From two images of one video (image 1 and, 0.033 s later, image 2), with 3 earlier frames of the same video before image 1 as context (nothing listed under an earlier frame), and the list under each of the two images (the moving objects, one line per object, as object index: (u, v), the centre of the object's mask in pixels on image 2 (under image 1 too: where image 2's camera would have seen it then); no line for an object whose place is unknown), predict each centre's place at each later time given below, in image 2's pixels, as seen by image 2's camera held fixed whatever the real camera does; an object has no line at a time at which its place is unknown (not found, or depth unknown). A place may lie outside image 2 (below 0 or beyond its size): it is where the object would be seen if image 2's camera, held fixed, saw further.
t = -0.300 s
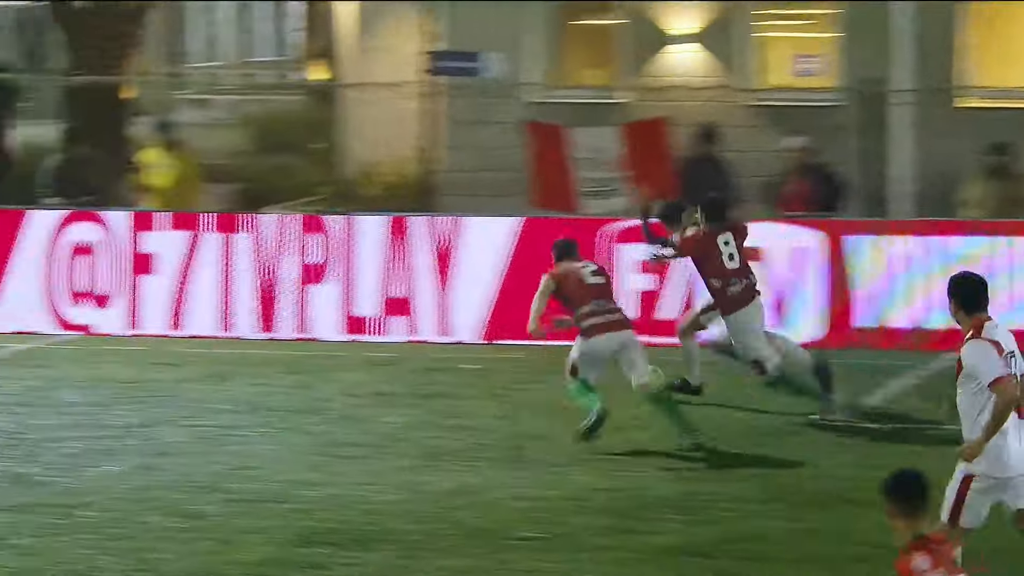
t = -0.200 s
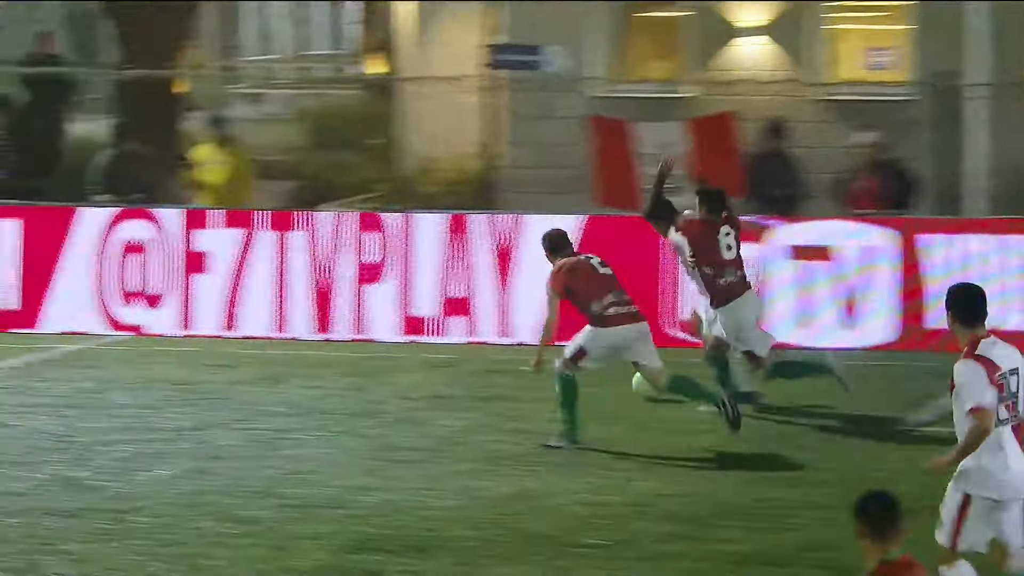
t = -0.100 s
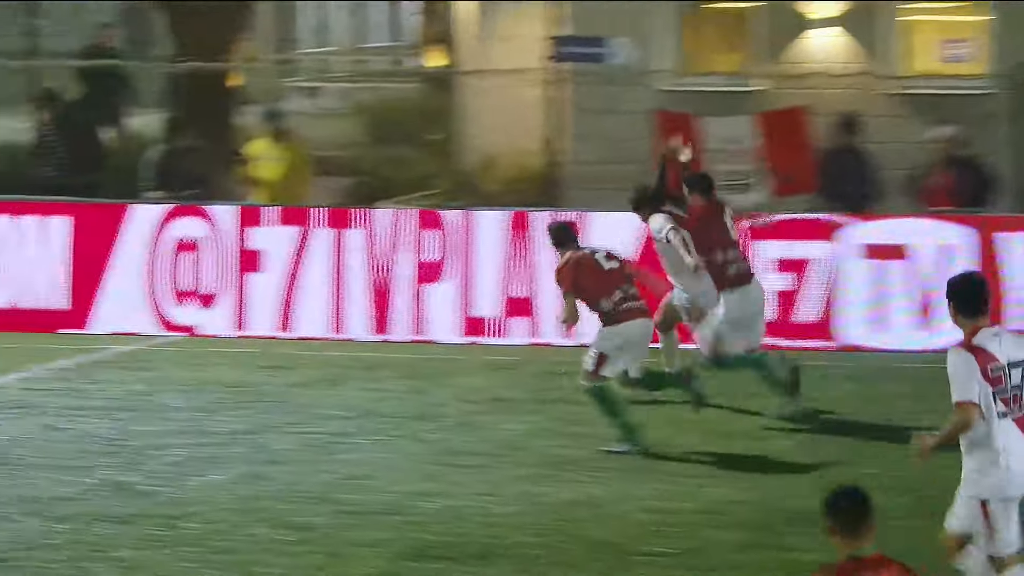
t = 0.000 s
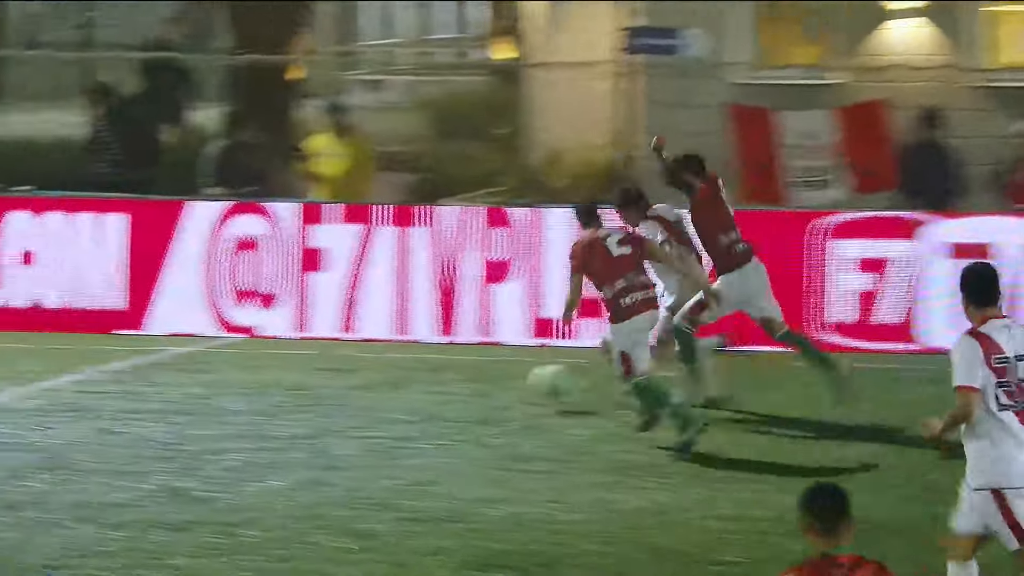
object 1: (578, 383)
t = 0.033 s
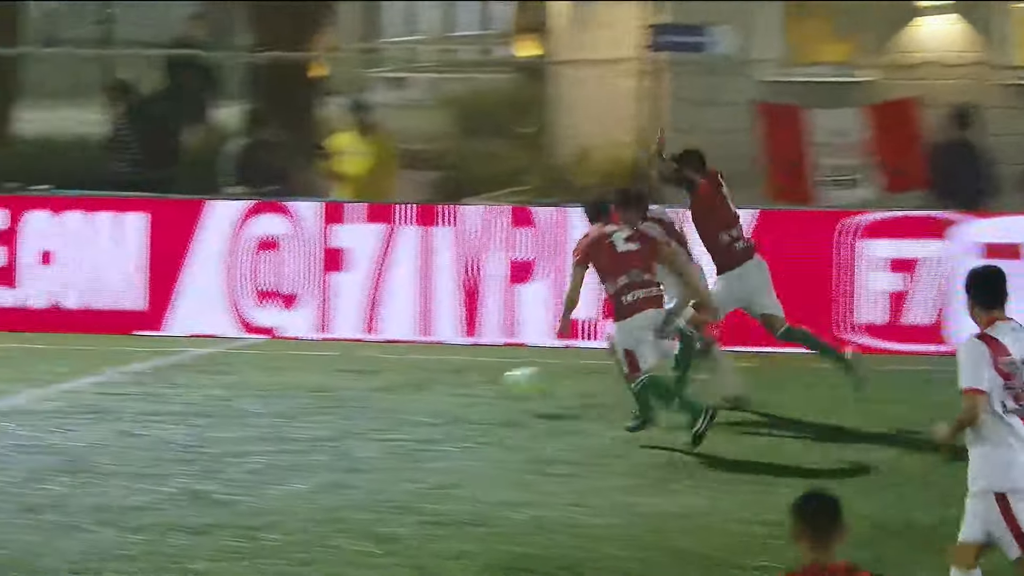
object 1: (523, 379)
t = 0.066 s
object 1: (469, 383)
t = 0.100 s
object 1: (421, 391)
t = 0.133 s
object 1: (369, 399)
